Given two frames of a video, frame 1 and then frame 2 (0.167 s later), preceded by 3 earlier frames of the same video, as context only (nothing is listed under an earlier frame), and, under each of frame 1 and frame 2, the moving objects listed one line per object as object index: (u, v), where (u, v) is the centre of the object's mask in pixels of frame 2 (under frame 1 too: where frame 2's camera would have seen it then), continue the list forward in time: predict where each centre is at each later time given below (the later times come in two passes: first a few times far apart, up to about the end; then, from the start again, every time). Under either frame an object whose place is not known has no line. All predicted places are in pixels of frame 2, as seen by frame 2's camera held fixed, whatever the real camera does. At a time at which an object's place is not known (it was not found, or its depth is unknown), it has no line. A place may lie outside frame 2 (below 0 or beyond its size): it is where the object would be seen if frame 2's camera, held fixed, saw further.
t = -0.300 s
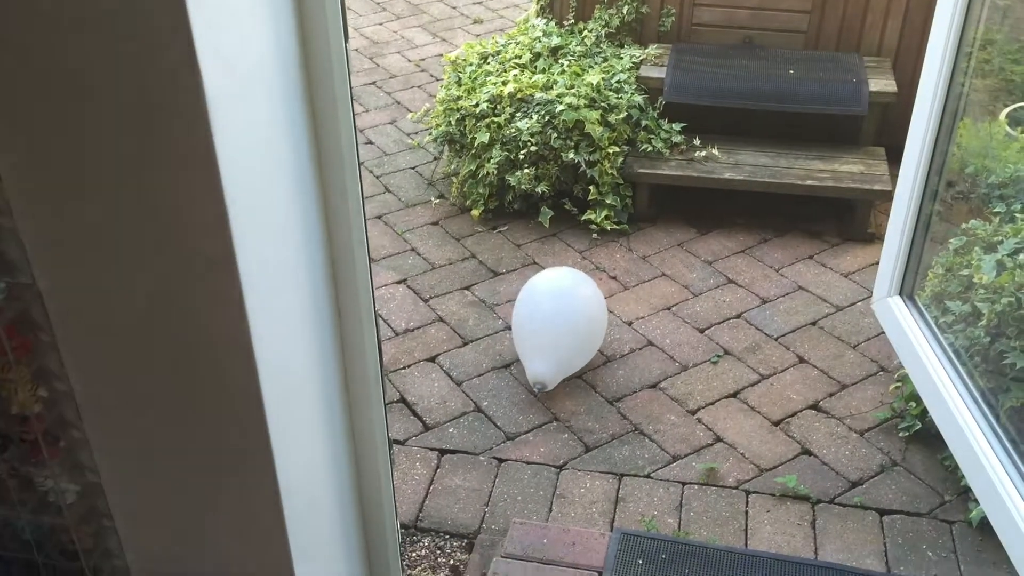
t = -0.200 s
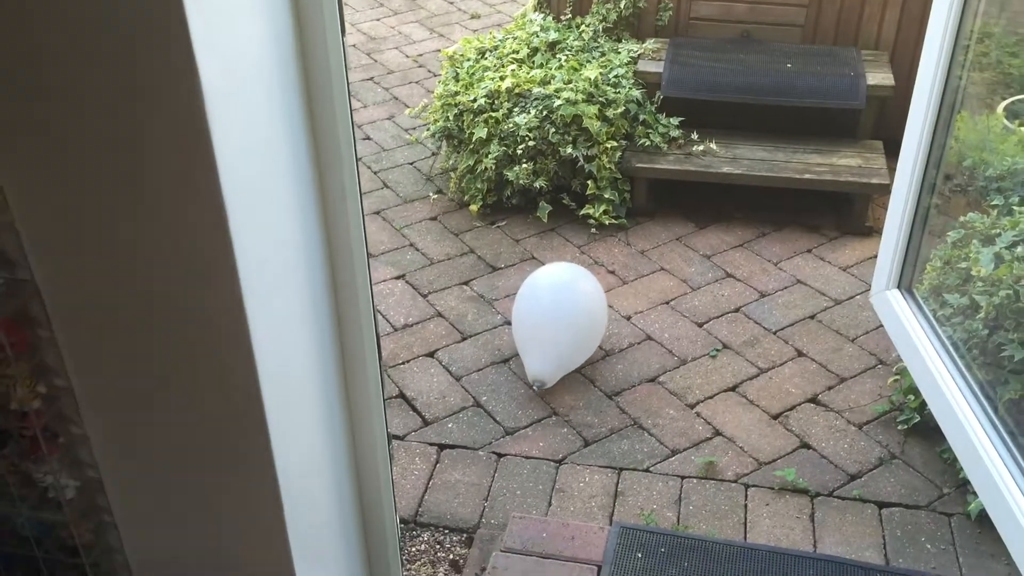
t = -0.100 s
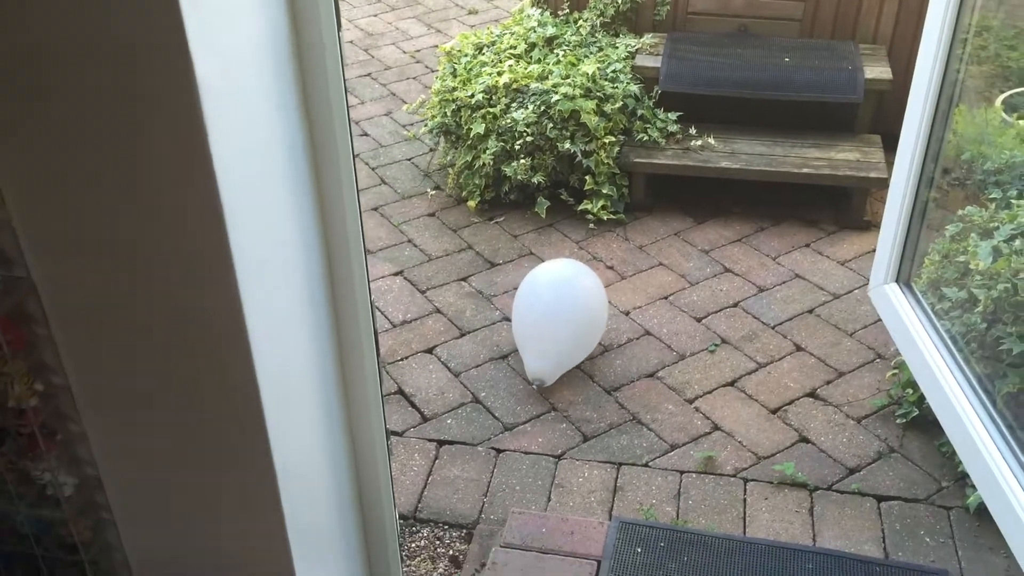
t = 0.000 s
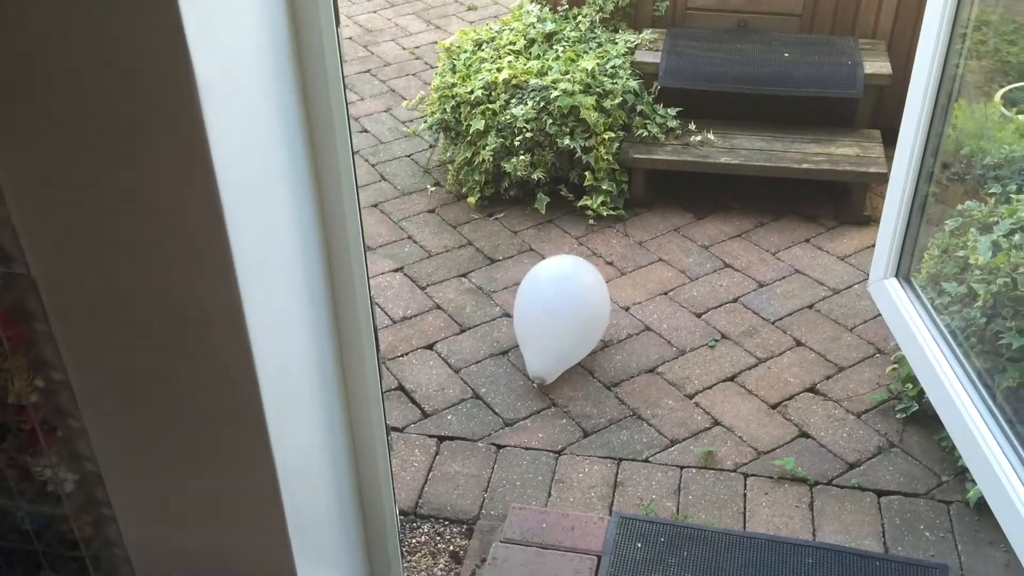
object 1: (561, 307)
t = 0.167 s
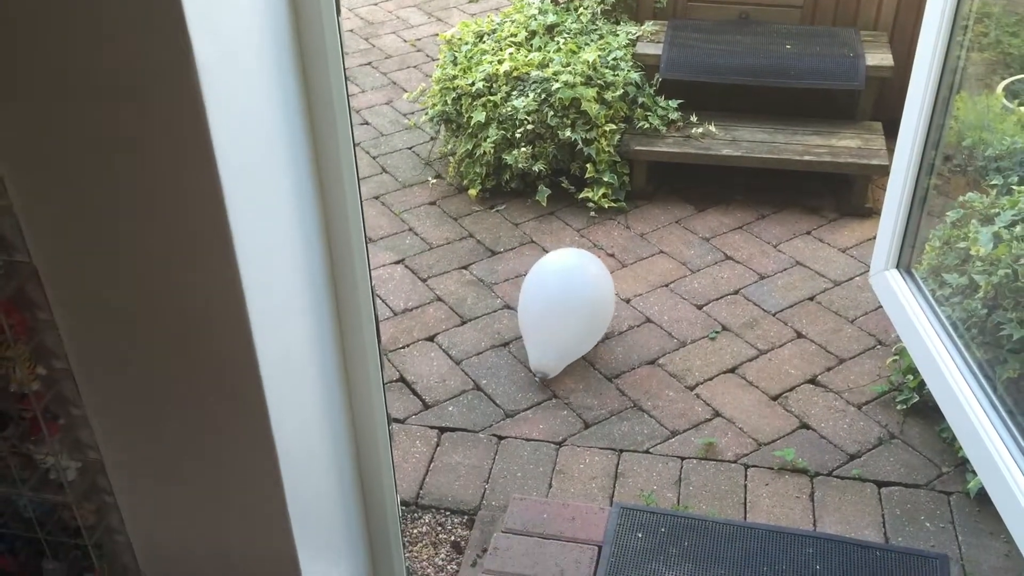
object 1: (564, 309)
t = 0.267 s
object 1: (567, 310)
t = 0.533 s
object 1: (577, 312)
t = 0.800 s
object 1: (591, 313)
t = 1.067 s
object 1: (604, 316)
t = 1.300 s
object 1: (614, 320)
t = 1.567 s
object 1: (625, 329)
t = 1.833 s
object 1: (637, 343)
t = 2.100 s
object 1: (654, 358)
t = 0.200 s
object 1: (565, 309)
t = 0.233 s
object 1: (566, 309)
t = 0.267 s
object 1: (567, 310)
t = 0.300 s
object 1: (568, 310)
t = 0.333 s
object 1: (569, 310)
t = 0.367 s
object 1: (570, 310)
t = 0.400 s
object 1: (572, 311)
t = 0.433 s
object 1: (573, 311)
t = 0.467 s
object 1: (574, 312)
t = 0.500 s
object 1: (576, 312)
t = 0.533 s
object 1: (577, 312)
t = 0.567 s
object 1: (579, 312)
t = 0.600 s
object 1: (581, 312)
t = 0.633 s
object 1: (583, 313)
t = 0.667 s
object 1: (584, 312)
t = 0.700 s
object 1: (586, 312)
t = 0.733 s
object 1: (588, 313)
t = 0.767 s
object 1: (589, 313)
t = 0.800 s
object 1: (591, 313)
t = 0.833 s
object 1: (593, 313)
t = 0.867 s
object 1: (594, 314)
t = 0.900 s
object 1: (596, 314)
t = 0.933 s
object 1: (598, 314)
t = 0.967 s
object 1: (600, 314)
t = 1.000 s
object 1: (601, 315)
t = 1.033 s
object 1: (603, 315)
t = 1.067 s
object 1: (604, 316)
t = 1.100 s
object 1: (606, 316)
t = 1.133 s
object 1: (607, 317)
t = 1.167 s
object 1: (609, 317)
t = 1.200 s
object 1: (610, 318)
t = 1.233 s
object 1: (611, 318)
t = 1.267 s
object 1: (613, 319)
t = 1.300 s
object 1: (614, 320)
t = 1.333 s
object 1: (616, 321)
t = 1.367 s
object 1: (617, 322)
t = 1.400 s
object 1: (618, 323)
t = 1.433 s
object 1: (619, 324)
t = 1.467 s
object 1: (621, 325)
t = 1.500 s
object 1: (622, 326)
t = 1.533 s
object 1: (623, 328)
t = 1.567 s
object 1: (625, 329)
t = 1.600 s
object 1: (626, 331)
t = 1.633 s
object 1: (628, 332)
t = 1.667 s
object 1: (629, 334)
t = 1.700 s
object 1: (630, 336)
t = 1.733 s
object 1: (632, 337)
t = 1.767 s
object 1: (633, 339)
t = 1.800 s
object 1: (635, 341)
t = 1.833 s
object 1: (637, 343)
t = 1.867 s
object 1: (639, 344)
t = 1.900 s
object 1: (640, 346)
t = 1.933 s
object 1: (643, 348)
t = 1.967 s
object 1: (645, 350)
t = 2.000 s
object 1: (647, 351)
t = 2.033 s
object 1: (649, 354)
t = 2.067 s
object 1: (652, 356)
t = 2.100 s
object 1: (654, 358)
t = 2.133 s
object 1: (658, 360)
